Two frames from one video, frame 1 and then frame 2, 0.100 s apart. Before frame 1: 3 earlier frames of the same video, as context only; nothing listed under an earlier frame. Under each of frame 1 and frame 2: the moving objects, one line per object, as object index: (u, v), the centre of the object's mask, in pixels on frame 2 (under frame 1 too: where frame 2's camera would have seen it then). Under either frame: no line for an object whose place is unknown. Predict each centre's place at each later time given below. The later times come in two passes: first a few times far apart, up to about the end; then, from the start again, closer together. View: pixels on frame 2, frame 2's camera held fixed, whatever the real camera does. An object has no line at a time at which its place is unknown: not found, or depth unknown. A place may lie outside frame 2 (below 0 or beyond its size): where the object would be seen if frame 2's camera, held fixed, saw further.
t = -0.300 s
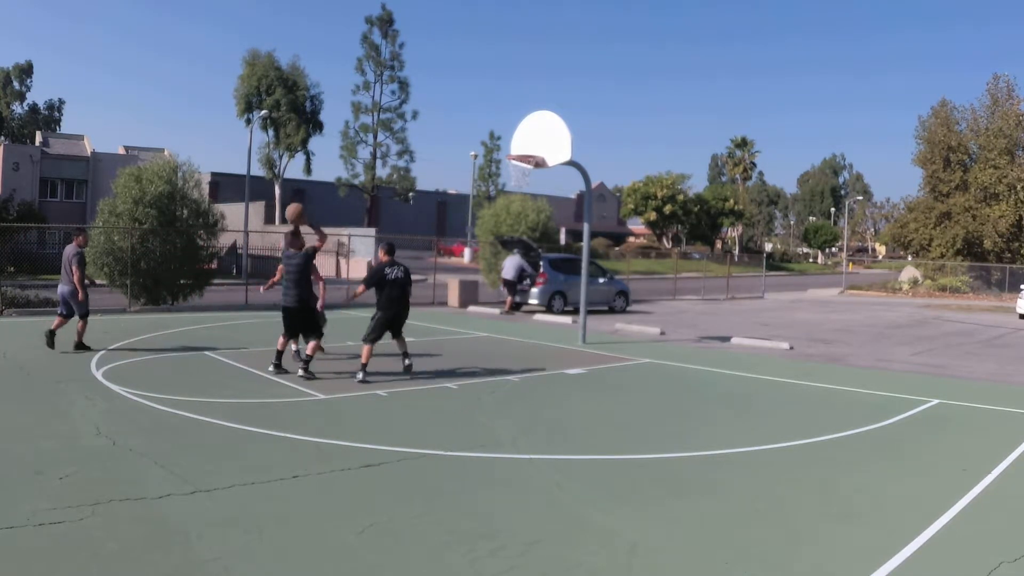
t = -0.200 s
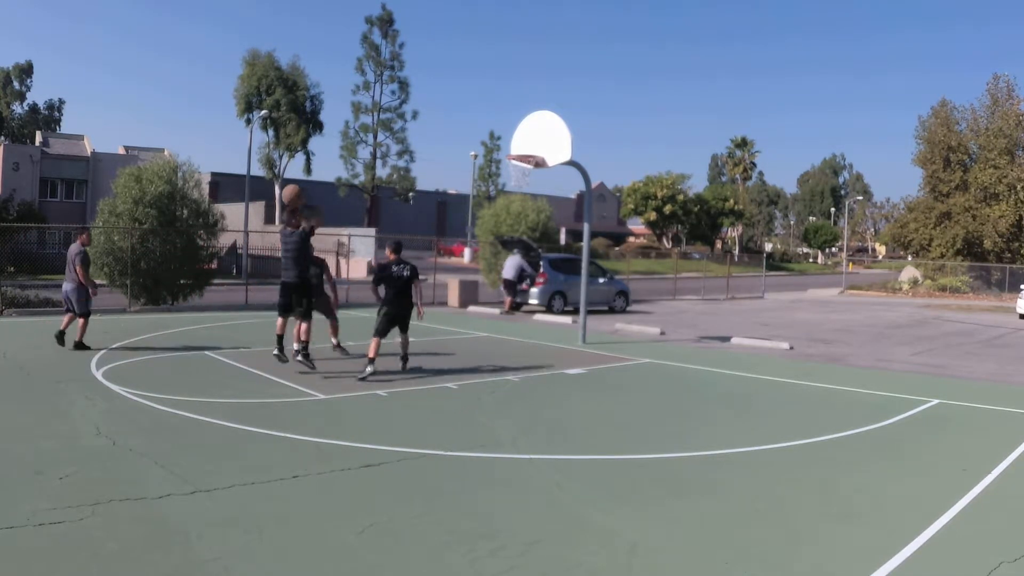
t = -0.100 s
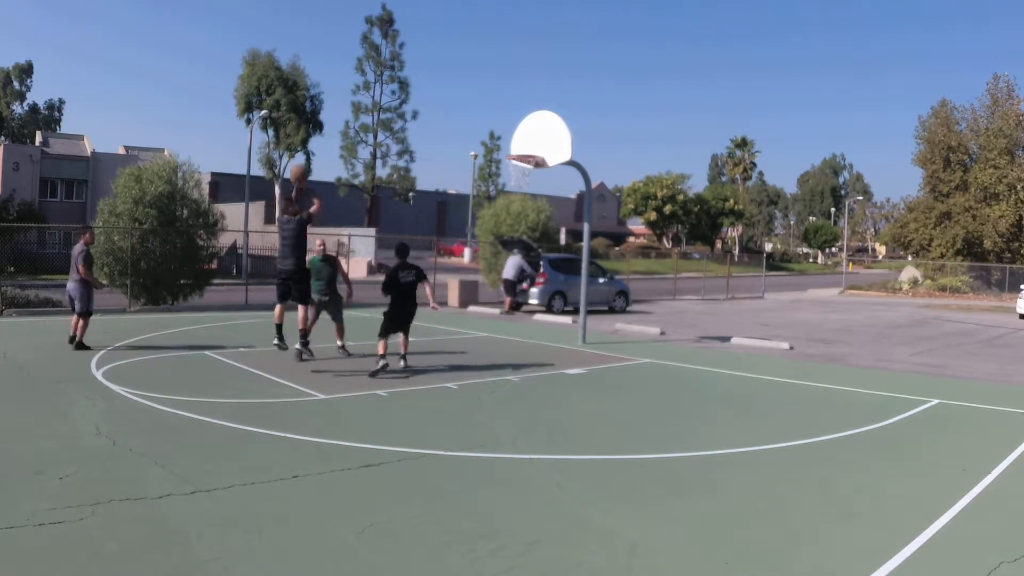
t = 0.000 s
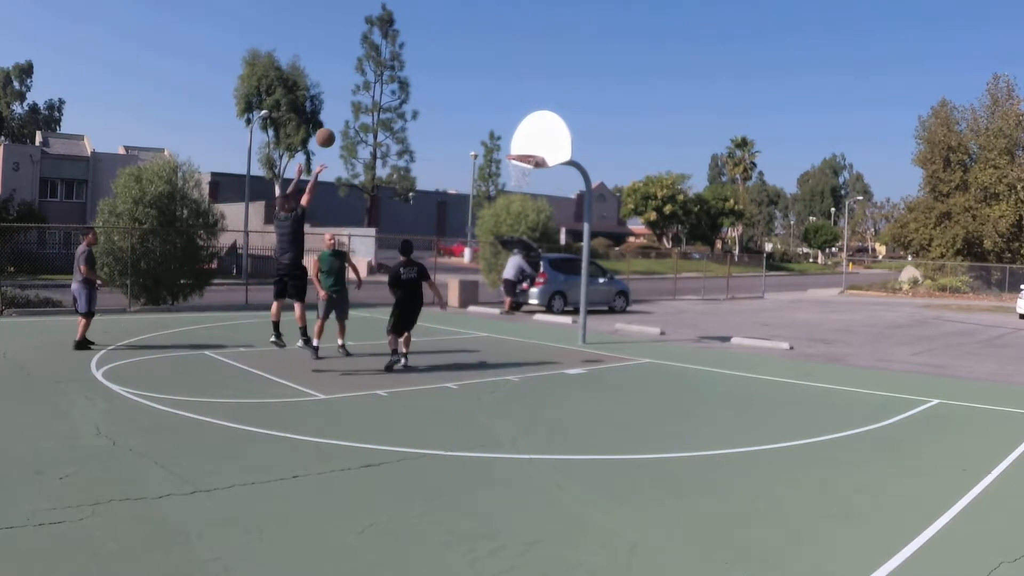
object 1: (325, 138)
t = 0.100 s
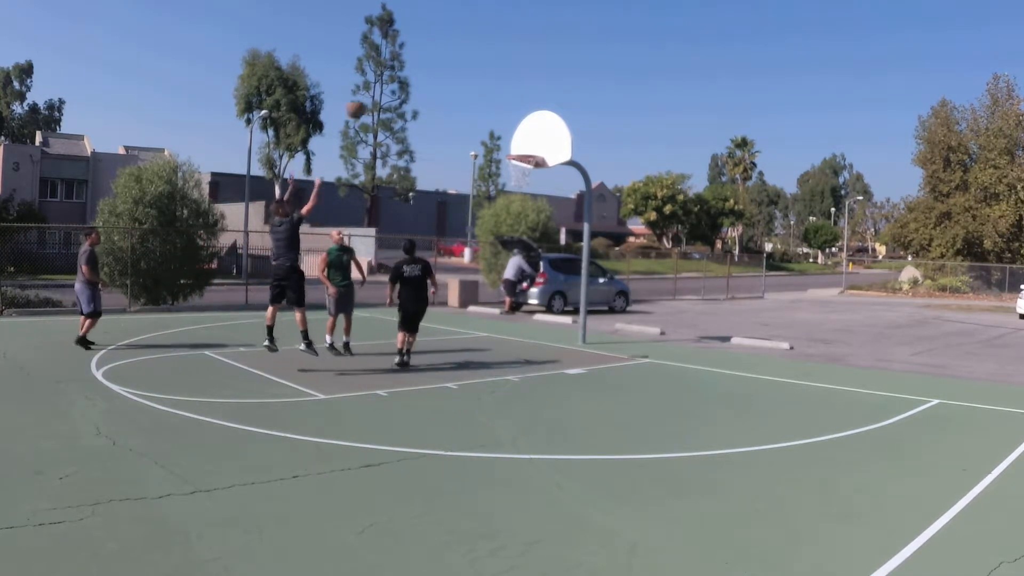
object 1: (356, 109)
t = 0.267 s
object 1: (401, 82)
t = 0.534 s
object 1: (462, 85)
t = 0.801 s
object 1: (513, 135)
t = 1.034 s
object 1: (538, 124)
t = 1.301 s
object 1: (565, 123)
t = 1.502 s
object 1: (588, 159)
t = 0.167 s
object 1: (374, 94)
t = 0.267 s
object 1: (401, 82)
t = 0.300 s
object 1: (409, 80)
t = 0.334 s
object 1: (417, 78)
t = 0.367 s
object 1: (425, 77)
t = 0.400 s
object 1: (433, 77)
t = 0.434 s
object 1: (440, 78)
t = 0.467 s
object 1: (447, 80)
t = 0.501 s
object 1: (455, 82)
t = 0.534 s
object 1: (462, 85)
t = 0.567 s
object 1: (468, 89)
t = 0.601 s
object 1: (475, 94)
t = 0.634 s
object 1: (482, 99)
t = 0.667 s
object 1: (488, 105)
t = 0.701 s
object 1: (494, 111)
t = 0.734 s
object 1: (501, 118)
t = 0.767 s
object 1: (507, 126)
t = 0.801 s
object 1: (513, 135)
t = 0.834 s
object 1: (518, 143)
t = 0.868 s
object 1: (522, 148)
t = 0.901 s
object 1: (526, 142)
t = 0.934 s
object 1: (529, 136)
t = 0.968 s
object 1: (532, 132)
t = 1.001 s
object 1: (535, 127)
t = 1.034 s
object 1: (538, 124)
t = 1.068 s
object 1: (542, 121)
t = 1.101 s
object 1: (545, 119)
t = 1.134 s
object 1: (548, 118)
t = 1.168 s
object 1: (552, 118)
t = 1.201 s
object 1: (555, 118)
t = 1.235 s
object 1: (559, 119)
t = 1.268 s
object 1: (562, 121)
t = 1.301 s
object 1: (565, 123)
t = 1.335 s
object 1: (569, 127)
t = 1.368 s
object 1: (573, 131)
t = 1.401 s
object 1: (576, 137)
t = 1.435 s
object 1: (580, 144)
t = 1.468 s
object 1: (584, 151)
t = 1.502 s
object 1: (588, 159)
